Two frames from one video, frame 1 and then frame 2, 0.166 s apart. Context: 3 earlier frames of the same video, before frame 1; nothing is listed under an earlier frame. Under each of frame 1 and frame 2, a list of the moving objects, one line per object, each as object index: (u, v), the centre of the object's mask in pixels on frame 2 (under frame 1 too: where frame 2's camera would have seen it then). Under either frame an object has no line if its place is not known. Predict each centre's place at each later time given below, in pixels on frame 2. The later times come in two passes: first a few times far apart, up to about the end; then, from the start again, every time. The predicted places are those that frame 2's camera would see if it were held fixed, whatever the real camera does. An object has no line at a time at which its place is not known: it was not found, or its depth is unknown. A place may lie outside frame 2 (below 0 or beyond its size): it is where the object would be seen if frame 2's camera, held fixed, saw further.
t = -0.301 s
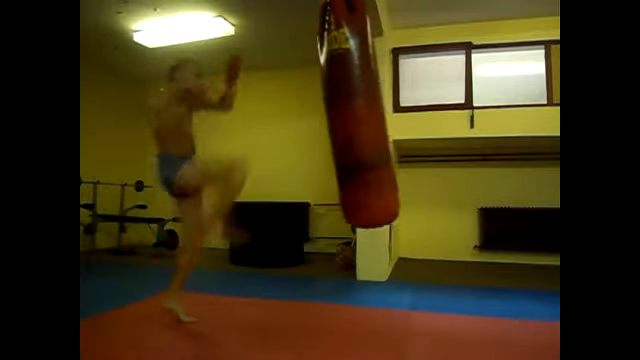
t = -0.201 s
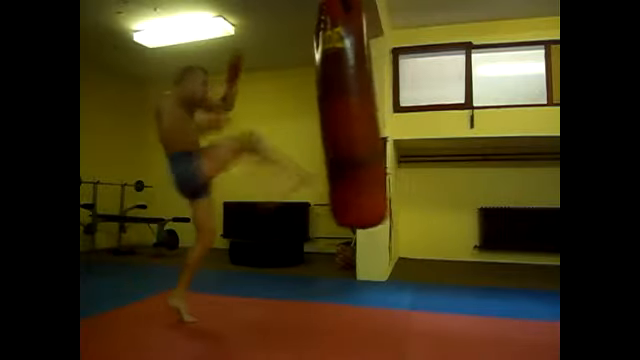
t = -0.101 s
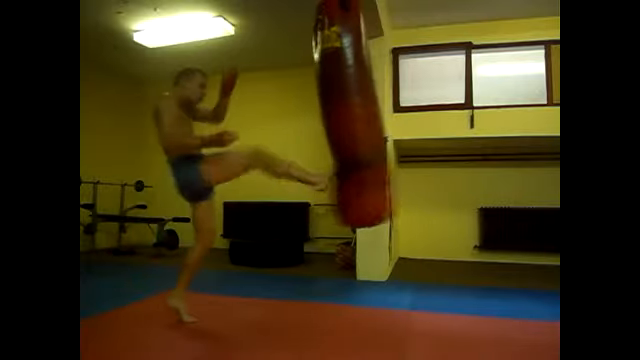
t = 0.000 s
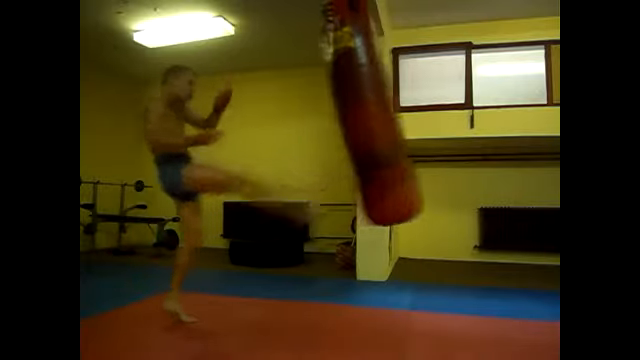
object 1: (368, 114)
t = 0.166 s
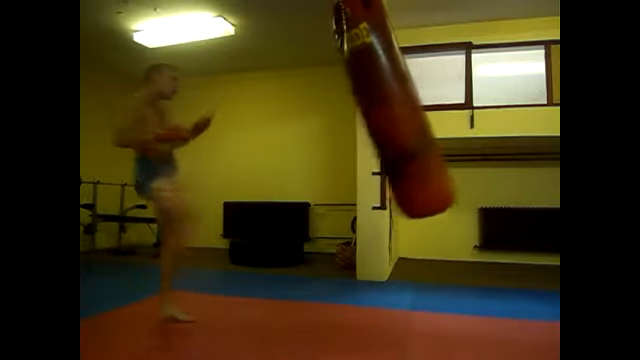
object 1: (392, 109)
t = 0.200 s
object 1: (394, 107)
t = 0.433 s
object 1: (404, 106)
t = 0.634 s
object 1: (391, 108)
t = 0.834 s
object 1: (364, 114)
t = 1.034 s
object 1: (328, 116)
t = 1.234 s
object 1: (292, 114)
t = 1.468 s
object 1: (272, 108)
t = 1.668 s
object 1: (273, 108)
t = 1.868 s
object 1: (293, 113)
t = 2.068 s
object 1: (326, 115)
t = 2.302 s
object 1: (366, 113)
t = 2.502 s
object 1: (393, 108)
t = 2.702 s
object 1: (403, 105)
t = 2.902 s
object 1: (395, 107)
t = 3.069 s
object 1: (376, 114)
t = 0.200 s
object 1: (394, 107)
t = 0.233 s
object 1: (396, 106)
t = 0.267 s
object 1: (398, 106)
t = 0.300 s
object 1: (400, 105)
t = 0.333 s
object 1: (402, 105)
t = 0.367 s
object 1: (403, 105)
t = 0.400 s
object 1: (404, 105)
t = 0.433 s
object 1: (404, 106)
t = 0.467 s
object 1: (404, 106)
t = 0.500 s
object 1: (402, 106)
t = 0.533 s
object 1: (400, 106)
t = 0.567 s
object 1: (397, 107)
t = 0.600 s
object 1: (394, 107)
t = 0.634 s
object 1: (391, 108)
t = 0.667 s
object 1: (387, 109)
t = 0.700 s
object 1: (383, 111)
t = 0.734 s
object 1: (379, 112)
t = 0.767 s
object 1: (374, 113)
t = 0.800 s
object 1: (369, 113)
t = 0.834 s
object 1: (364, 114)
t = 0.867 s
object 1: (358, 114)
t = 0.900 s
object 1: (351, 115)
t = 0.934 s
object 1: (345, 116)
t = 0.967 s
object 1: (338, 115)
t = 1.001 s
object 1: (332, 115)
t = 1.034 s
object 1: (328, 116)
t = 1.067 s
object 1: (321, 114)
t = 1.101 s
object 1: (315, 115)
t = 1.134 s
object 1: (310, 114)
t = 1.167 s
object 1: (303, 115)
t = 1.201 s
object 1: (298, 116)
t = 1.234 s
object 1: (292, 114)
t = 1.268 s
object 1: (288, 112)
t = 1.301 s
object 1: (284, 112)
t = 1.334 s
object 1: (281, 111)
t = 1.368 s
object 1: (278, 110)
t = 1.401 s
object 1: (276, 109)
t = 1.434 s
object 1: (274, 109)
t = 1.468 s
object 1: (272, 108)
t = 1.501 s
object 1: (271, 107)
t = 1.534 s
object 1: (270, 108)
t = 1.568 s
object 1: (270, 108)
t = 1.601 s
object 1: (270, 108)
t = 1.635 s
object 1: (271, 108)
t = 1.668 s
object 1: (273, 108)
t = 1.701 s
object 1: (275, 109)
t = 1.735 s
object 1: (278, 110)
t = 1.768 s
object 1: (282, 110)
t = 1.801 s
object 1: (285, 111)
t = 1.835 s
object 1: (289, 112)
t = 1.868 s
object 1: (293, 113)
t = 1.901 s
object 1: (298, 114)
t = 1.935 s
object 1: (302, 114)
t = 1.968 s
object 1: (308, 115)
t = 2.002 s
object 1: (313, 115)
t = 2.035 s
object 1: (319, 115)
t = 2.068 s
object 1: (326, 115)
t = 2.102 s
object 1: (332, 115)
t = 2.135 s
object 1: (337, 115)
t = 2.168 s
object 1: (343, 114)
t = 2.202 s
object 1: (349, 115)
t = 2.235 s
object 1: (355, 115)
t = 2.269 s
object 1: (360, 114)
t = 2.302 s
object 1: (366, 113)
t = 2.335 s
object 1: (371, 113)
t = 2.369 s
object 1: (377, 113)
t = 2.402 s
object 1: (382, 111)
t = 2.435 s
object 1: (386, 110)
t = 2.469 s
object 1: (390, 109)
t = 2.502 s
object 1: (393, 108)
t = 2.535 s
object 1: (395, 107)
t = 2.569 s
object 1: (398, 106)
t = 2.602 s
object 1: (400, 106)
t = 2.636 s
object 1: (401, 105)
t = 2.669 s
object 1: (402, 105)
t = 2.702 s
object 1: (403, 105)
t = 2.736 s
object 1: (403, 105)
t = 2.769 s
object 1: (403, 105)
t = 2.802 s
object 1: (402, 106)
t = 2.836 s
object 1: (400, 106)
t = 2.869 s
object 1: (398, 107)
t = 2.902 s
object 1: (395, 107)
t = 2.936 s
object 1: (392, 108)
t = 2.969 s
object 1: (389, 109)
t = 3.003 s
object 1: (385, 110)
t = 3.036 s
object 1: (381, 112)
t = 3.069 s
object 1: (376, 114)
